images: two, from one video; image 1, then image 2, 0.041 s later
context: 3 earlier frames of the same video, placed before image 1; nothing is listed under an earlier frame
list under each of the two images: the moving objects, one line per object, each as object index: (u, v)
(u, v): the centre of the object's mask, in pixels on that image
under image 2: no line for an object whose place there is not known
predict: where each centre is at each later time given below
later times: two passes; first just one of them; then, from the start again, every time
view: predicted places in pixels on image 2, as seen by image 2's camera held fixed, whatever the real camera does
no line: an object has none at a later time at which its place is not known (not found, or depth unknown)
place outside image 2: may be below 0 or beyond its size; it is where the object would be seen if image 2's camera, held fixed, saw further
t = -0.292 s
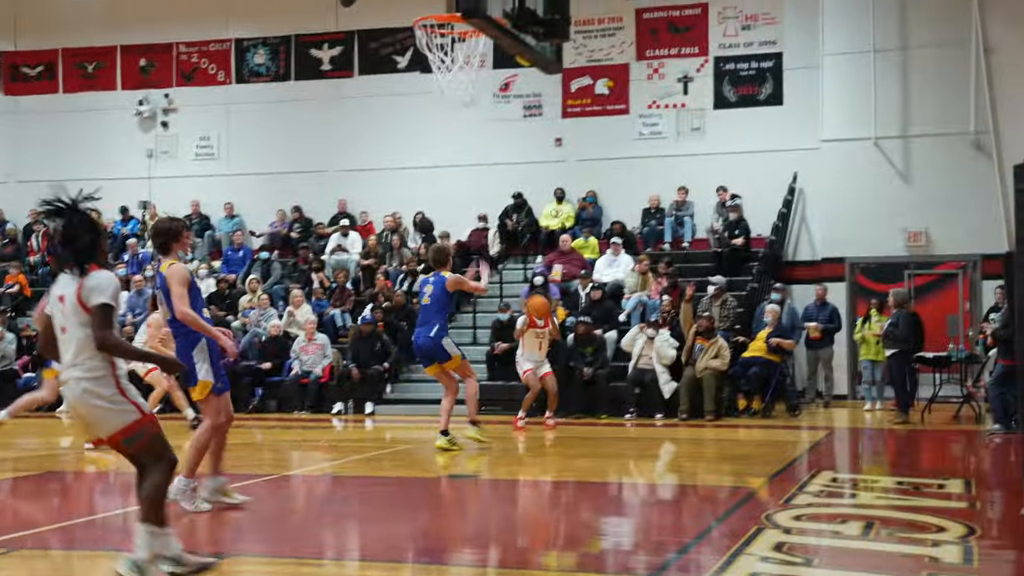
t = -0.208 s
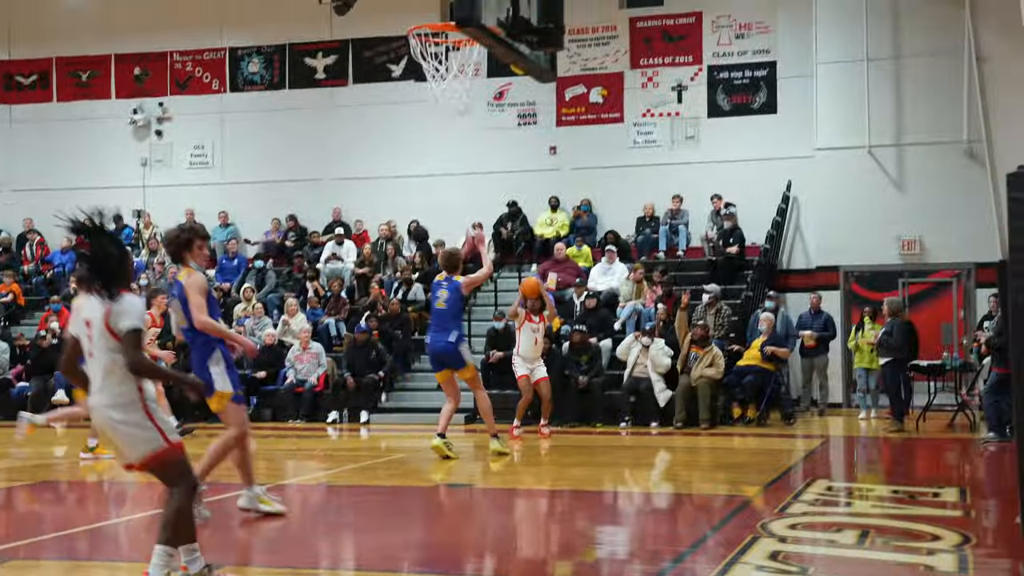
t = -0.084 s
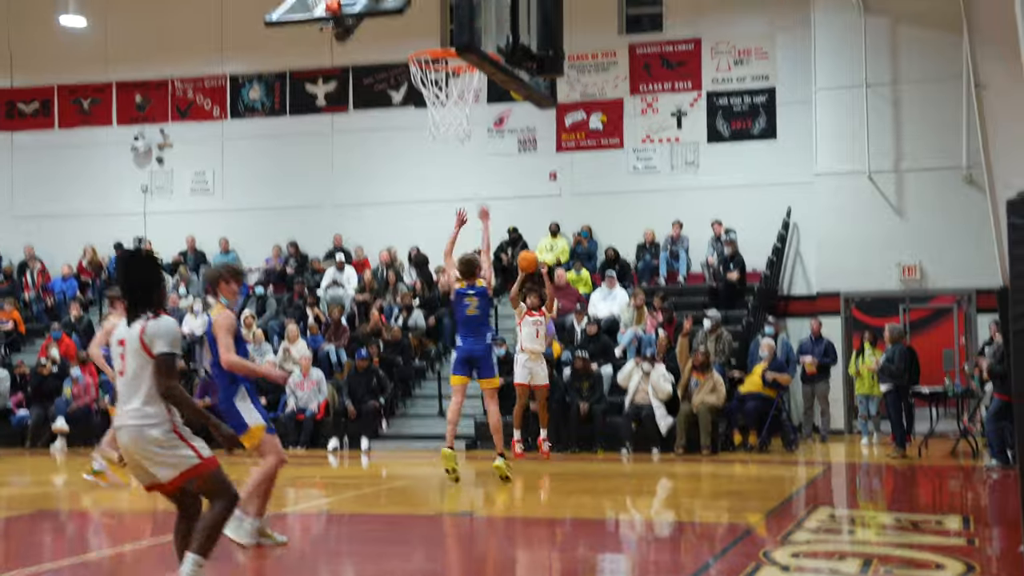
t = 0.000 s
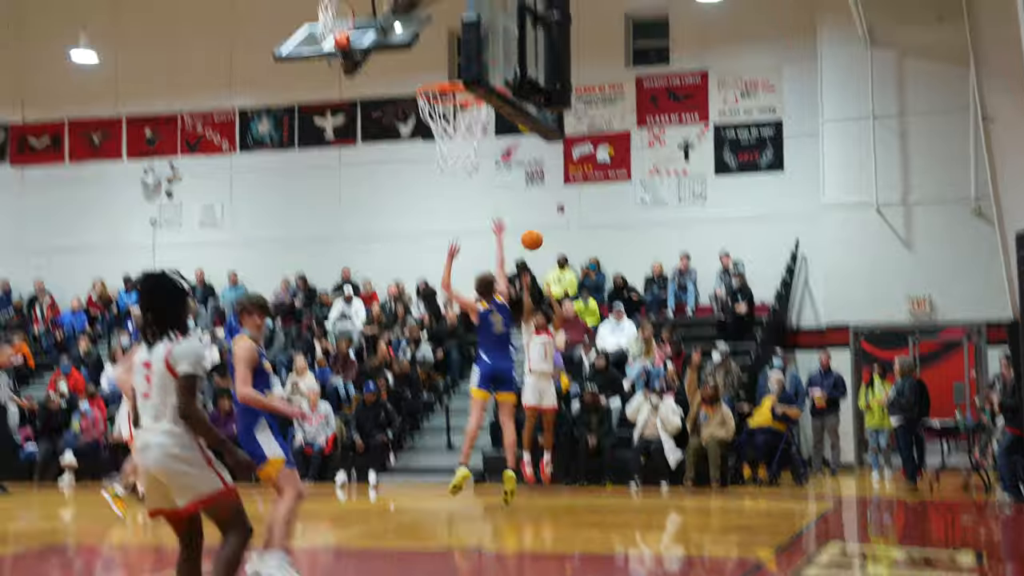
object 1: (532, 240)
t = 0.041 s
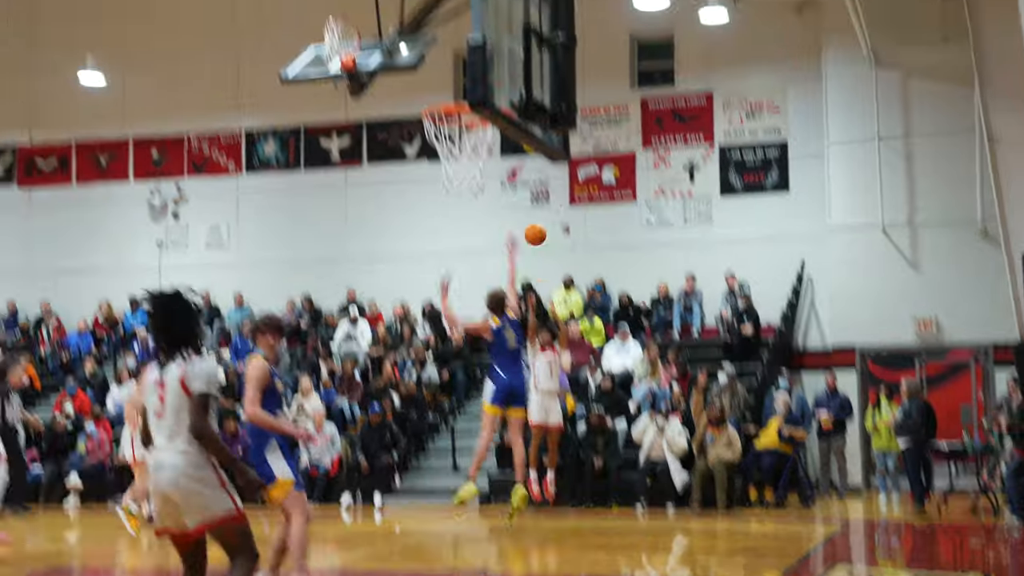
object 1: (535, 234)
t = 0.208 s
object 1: (524, 144)
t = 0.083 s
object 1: (533, 208)
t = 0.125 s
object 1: (532, 184)
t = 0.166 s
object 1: (529, 160)
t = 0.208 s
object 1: (524, 144)
